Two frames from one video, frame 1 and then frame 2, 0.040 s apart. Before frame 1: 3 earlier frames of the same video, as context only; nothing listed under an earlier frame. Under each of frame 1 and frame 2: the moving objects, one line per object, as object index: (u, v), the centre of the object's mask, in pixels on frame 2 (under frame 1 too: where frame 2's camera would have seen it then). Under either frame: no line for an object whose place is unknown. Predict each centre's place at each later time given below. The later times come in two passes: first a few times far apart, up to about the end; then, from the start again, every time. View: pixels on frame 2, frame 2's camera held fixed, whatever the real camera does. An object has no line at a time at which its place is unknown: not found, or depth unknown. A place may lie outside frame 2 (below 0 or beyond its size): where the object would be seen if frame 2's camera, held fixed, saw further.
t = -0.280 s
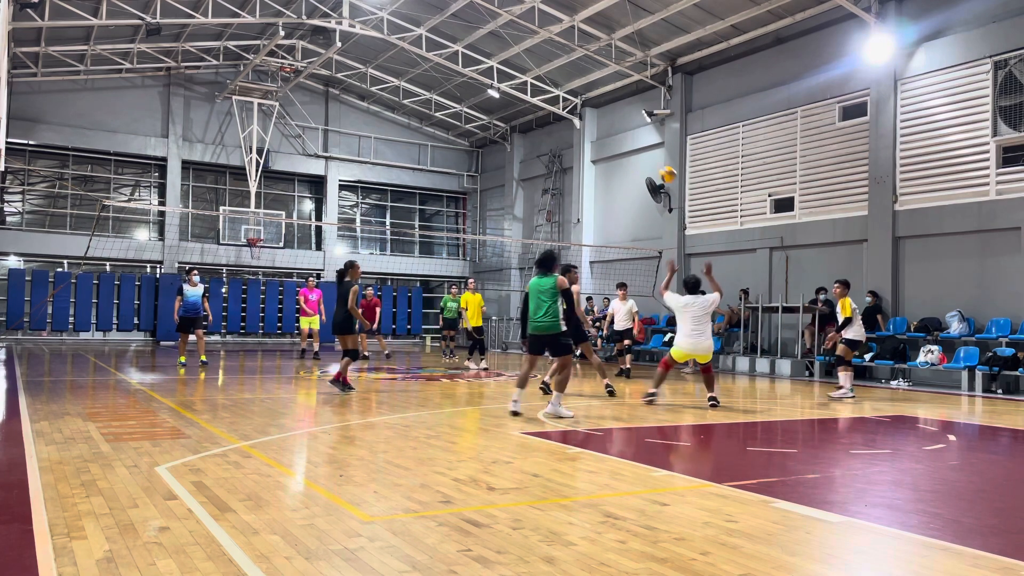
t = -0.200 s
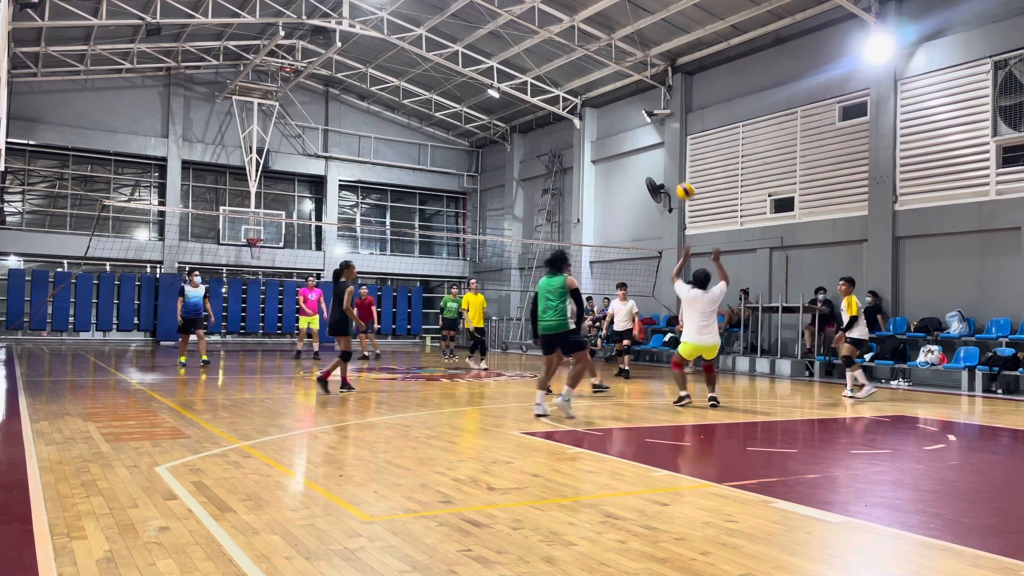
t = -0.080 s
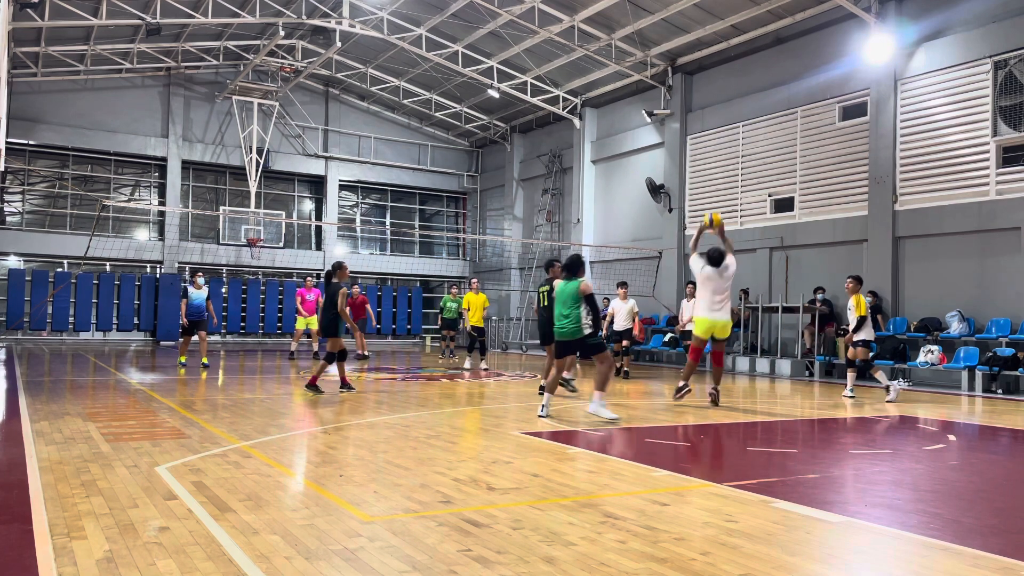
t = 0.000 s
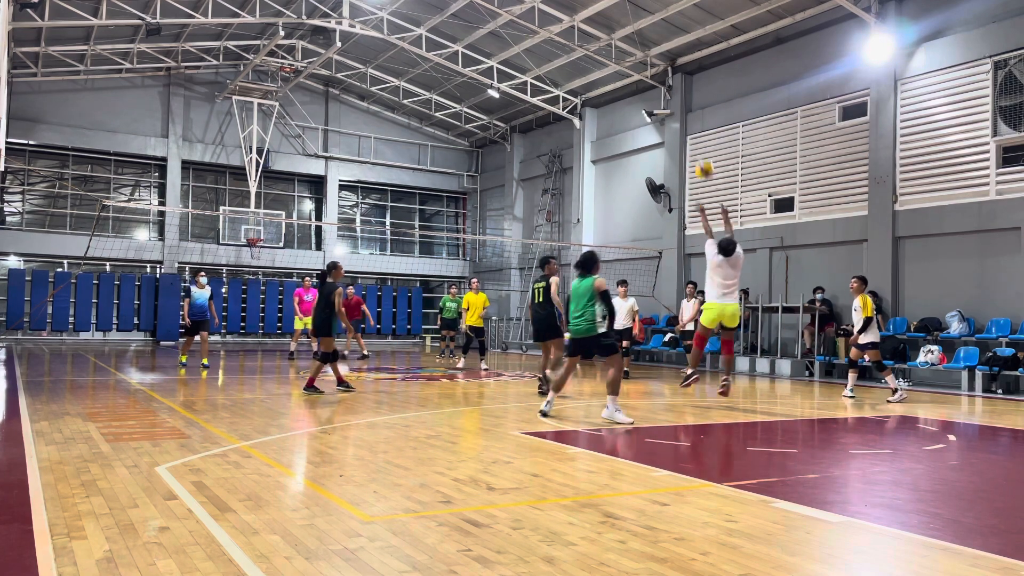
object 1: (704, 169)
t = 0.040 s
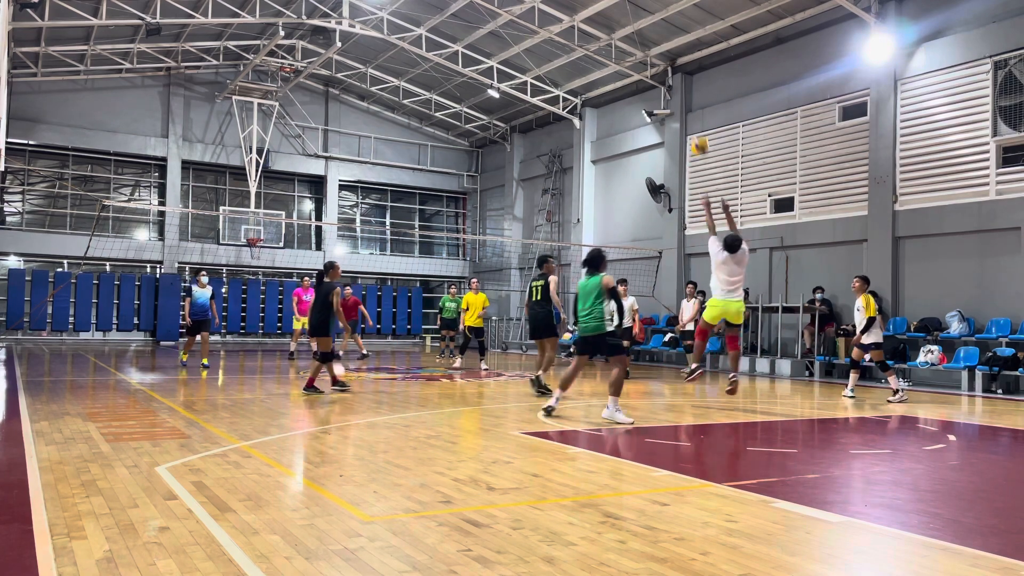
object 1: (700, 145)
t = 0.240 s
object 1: (676, 58)
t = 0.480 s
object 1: (650, 10)
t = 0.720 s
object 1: (627, 12)
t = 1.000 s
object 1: (601, 64)
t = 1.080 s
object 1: (595, 86)
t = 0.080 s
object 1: (694, 123)
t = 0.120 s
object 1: (690, 104)
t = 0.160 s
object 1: (685, 87)
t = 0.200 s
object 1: (681, 71)
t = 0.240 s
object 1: (676, 58)
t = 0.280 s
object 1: (672, 47)
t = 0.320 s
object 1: (667, 36)
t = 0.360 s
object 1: (663, 27)
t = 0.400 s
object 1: (658, 20)
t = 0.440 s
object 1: (654, 14)
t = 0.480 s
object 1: (650, 10)
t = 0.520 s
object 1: (646, 7)
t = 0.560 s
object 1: (642, 6)
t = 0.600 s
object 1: (638, 6)
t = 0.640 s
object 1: (634, 7)
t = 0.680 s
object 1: (630, 8)
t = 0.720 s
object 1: (627, 12)
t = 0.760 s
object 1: (623, 16)
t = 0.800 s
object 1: (619, 21)
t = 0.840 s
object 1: (615, 27)
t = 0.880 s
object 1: (612, 35)
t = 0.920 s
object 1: (608, 44)
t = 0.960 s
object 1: (604, 53)
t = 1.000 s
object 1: (601, 64)
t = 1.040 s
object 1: (598, 75)
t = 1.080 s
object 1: (595, 86)
